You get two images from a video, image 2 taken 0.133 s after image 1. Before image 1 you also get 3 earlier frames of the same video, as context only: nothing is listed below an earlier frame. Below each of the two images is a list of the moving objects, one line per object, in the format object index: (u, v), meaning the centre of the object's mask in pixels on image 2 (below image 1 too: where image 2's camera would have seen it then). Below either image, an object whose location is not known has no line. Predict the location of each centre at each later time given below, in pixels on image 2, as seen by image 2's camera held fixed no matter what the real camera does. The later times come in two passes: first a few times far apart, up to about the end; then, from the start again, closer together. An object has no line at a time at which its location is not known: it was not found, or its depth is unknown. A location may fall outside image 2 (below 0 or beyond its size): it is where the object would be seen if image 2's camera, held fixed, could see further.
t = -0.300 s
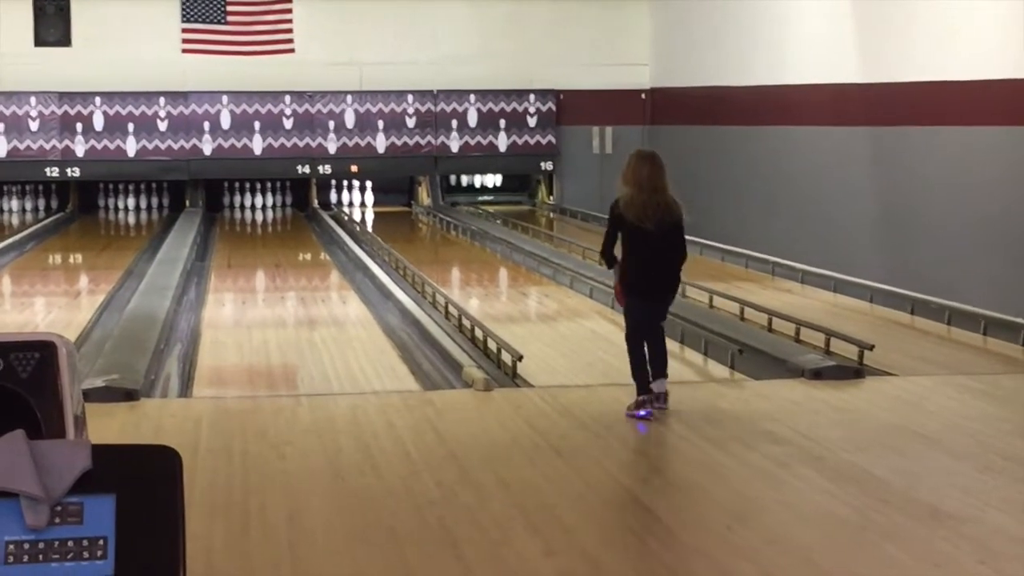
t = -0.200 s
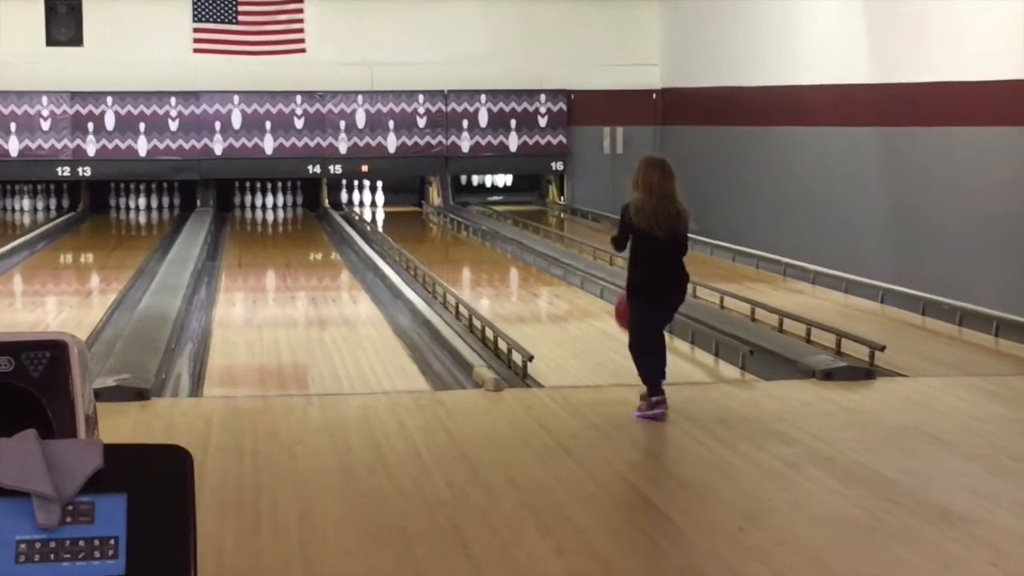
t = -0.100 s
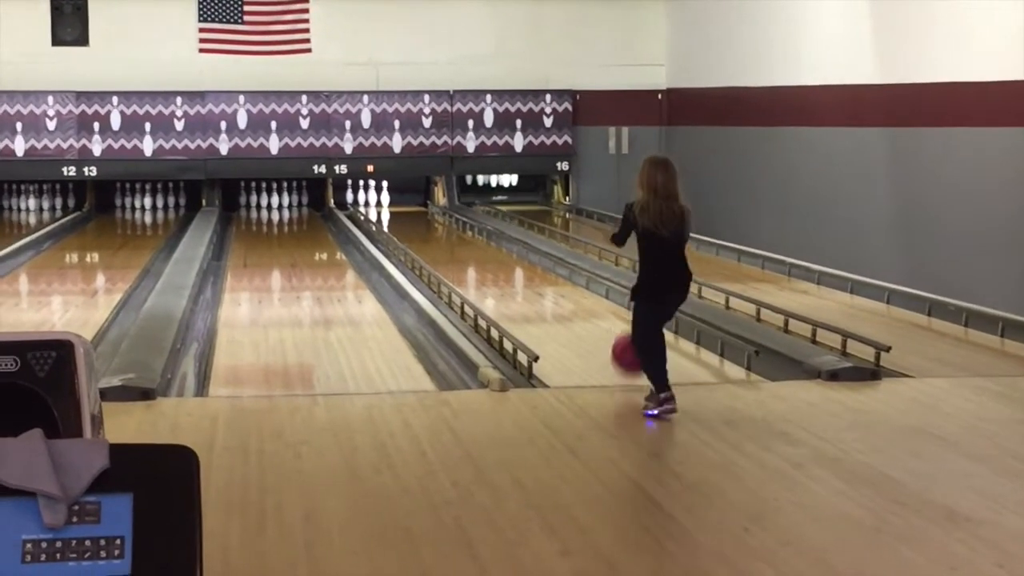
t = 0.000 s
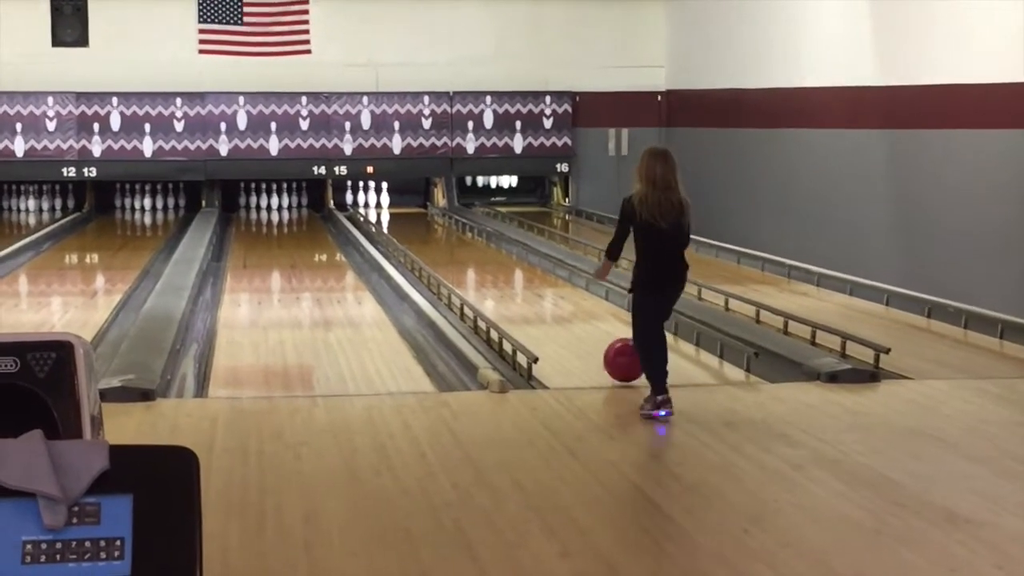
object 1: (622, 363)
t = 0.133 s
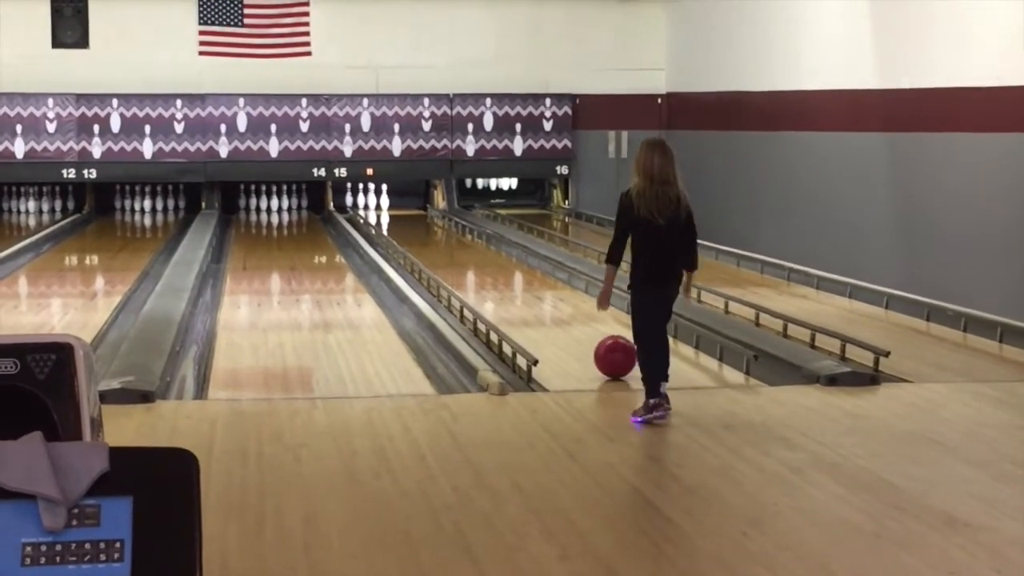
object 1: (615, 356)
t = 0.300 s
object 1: (604, 347)
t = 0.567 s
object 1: (589, 334)
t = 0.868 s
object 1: (575, 321)
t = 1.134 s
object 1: (564, 311)
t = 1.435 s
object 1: (554, 301)
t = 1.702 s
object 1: (546, 293)
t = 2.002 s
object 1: (538, 285)
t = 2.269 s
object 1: (533, 279)
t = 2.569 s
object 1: (527, 273)
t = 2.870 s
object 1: (523, 267)
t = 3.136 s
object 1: (520, 262)
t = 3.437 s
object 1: (518, 257)
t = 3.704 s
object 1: (516, 253)
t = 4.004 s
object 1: (500, 247)
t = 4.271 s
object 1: (494, 243)
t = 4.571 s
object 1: (486, 241)
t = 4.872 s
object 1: (477, 237)
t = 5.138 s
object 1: (471, 235)
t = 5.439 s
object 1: (464, 232)
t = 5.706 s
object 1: (457, 229)
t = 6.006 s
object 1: (452, 226)
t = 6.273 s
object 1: (447, 224)
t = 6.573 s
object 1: (442, 222)
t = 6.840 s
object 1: (438, 220)
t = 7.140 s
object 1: (433, 218)
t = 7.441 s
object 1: (428, 215)
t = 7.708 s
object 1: (425, 214)
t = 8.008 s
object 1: (421, 212)
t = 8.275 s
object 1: (418, 210)
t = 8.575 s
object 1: (415, 208)
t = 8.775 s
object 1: (413, 207)
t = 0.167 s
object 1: (613, 354)
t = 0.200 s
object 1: (610, 352)
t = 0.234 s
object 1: (608, 350)
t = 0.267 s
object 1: (606, 349)
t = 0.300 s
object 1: (604, 347)
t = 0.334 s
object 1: (602, 345)
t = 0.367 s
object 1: (600, 343)
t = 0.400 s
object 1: (598, 341)
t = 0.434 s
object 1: (596, 340)
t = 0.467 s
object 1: (594, 338)
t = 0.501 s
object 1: (592, 337)
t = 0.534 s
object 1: (591, 335)
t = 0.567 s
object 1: (589, 334)
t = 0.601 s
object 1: (587, 332)
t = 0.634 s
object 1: (585, 330)
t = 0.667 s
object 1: (584, 329)
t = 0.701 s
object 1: (582, 327)
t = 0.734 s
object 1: (581, 326)
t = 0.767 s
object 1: (579, 325)
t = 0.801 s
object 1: (578, 323)
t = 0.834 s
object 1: (576, 322)
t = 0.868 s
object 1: (575, 321)
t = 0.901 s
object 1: (573, 319)
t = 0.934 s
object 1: (572, 318)
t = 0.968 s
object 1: (570, 317)
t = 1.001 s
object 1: (569, 315)
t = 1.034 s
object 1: (568, 314)
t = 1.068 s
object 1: (566, 313)
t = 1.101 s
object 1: (565, 312)
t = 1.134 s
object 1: (564, 311)
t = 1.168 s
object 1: (563, 310)
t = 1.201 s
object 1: (561, 308)
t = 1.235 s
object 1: (560, 307)
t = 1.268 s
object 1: (559, 306)
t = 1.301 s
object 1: (558, 305)
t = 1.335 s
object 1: (557, 304)
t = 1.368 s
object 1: (556, 302)
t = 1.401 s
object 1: (555, 302)
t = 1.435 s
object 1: (554, 301)
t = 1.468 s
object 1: (553, 300)
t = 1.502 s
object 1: (552, 299)
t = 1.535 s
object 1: (551, 298)
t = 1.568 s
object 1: (550, 297)
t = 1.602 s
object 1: (549, 296)
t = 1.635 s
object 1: (548, 295)
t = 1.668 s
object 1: (547, 294)
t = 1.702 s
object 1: (546, 293)
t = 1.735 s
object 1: (545, 292)
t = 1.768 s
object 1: (544, 291)
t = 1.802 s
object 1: (543, 290)
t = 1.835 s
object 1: (542, 289)
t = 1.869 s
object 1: (541, 288)
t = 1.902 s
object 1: (540, 287)
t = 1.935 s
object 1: (540, 287)
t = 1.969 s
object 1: (539, 286)
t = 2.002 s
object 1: (538, 285)
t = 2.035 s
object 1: (537, 284)
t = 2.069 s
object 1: (537, 284)
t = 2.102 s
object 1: (536, 283)
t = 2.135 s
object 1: (535, 282)
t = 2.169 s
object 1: (535, 281)
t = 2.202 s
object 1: (534, 280)
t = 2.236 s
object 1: (533, 280)
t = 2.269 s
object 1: (533, 279)
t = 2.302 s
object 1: (532, 278)
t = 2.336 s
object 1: (531, 278)
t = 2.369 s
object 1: (531, 277)
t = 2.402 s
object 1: (530, 276)
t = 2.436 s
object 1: (530, 275)
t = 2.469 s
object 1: (529, 275)
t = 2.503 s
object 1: (529, 274)
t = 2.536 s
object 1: (528, 273)
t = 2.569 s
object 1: (527, 273)
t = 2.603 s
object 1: (527, 272)
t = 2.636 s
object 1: (526, 271)
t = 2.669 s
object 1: (526, 271)
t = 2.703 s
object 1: (525, 270)
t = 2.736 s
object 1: (525, 269)
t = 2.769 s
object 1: (525, 269)
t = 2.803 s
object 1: (524, 268)
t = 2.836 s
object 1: (524, 268)
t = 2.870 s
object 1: (523, 267)
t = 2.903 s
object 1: (523, 266)
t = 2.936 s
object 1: (522, 265)
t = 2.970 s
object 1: (522, 265)
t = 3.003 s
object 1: (521, 264)
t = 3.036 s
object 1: (521, 264)
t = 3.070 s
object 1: (521, 263)
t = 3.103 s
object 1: (520, 263)
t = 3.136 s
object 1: (520, 262)
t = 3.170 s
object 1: (520, 262)
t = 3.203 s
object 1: (520, 261)
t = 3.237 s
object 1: (519, 260)
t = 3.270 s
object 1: (519, 260)
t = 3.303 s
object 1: (519, 259)
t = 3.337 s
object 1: (519, 258)
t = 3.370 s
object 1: (518, 258)
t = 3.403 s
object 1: (518, 257)
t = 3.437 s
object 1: (518, 257)
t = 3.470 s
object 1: (518, 256)
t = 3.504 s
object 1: (518, 255)
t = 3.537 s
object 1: (518, 256)
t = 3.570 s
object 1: (517, 255)
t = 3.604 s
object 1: (517, 255)
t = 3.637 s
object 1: (517, 254)
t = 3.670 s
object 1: (517, 253)
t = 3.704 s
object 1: (516, 253)
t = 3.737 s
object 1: (516, 253)
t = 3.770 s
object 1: (516, 252)
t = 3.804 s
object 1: (514, 252)
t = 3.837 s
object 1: (512, 251)
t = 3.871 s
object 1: (511, 251)
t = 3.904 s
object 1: (509, 250)
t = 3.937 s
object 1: (507, 249)
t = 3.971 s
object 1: (503, 249)
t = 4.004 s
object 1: (500, 247)
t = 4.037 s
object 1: (497, 246)
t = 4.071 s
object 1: (495, 246)
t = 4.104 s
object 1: (494, 244)
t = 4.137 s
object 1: (494, 244)
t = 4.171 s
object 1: (493, 244)
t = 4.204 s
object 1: (494, 243)
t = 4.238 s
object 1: (494, 243)
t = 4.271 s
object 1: (494, 243)
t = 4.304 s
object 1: (492, 243)
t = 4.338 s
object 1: (491, 241)
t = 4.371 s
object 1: (488, 239)
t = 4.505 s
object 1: (483, 236)
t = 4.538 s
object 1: (485, 239)
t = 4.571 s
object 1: (486, 241)
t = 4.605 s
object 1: (485, 240)
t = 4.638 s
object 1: (484, 240)
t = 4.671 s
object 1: (483, 239)
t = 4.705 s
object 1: (483, 239)
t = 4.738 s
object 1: (480, 239)
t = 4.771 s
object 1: (480, 238)
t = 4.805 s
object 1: (479, 238)
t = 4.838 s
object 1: (478, 238)
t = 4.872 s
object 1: (477, 237)
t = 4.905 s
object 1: (476, 237)
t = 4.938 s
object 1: (476, 237)
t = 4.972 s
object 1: (475, 236)
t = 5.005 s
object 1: (474, 236)
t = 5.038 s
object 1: (473, 236)
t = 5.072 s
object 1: (472, 235)
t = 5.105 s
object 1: (472, 235)
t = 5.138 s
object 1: (471, 235)
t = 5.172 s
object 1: (470, 235)
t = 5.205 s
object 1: (469, 234)
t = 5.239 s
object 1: (468, 234)
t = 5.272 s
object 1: (467, 233)
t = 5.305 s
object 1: (466, 233)
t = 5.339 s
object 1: (465, 233)
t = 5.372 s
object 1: (465, 233)
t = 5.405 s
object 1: (464, 232)
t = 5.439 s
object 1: (464, 232)
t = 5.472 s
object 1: (463, 231)
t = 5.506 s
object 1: (463, 231)
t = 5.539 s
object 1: (463, 231)
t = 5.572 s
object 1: (462, 230)
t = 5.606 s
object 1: (460, 230)
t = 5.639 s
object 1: (459, 230)
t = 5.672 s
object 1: (458, 229)
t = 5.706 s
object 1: (457, 229)
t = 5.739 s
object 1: (456, 229)
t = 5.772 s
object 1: (456, 229)
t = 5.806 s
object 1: (456, 228)
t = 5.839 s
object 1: (456, 228)
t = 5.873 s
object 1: (456, 228)
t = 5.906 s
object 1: (454, 228)
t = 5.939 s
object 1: (454, 227)
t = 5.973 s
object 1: (453, 227)
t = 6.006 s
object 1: (452, 226)
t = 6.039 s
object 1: (452, 226)
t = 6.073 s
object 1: (451, 226)
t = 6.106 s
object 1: (449, 225)
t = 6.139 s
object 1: (449, 225)
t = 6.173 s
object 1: (448, 225)
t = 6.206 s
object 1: (447, 225)
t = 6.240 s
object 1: (447, 224)
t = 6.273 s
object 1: (447, 224)
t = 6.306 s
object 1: (447, 224)
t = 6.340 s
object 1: (446, 224)
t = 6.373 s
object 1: (446, 223)
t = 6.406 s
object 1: (445, 223)
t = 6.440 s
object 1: (444, 223)
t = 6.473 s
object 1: (444, 223)
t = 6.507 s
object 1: (443, 222)
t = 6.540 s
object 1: (443, 222)
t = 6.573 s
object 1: (442, 222)
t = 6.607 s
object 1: (442, 222)
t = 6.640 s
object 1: (440, 221)
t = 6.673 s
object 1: (440, 221)
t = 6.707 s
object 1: (440, 221)
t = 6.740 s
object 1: (439, 221)
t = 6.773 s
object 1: (439, 221)
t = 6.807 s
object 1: (438, 220)
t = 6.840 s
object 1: (438, 220)
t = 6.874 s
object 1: (437, 219)
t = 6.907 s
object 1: (437, 220)
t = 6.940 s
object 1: (436, 219)
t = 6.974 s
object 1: (436, 219)
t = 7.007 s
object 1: (435, 218)
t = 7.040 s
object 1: (434, 219)
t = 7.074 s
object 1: (433, 218)
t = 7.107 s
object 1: (433, 218)
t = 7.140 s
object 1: (433, 218)
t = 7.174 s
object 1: (432, 218)
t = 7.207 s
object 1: (432, 217)
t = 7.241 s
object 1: (431, 217)
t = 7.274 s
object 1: (431, 217)
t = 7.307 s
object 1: (430, 217)
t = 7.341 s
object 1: (430, 217)
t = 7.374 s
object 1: (429, 216)
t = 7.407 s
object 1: (429, 216)
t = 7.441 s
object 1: (428, 215)
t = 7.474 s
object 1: (428, 215)
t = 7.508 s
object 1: (427, 215)
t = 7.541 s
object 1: (427, 215)
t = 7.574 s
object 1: (426, 214)
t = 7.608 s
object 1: (426, 214)
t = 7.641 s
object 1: (426, 214)
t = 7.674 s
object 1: (425, 214)
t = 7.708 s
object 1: (425, 214)
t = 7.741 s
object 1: (424, 213)
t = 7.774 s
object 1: (424, 213)
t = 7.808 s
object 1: (424, 213)
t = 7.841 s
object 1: (423, 213)
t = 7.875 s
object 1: (423, 213)
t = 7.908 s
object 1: (423, 213)
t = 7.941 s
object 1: (422, 213)
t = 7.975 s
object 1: (422, 212)
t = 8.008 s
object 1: (421, 212)
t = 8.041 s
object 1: (421, 212)
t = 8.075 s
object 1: (421, 211)
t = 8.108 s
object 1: (421, 211)
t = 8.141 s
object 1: (421, 211)
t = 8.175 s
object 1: (420, 211)
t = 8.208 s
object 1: (420, 211)
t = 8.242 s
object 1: (420, 211)
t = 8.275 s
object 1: (418, 210)
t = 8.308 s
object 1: (418, 210)
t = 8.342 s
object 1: (418, 209)
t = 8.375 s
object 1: (417, 209)
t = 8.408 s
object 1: (417, 209)
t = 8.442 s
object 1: (416, 209)
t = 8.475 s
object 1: (416, 208)
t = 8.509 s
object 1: (415, 208)
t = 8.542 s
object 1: (415, 208)
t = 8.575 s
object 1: (415, 208)
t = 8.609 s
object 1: (415, 208)
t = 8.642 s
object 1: (415, 208)
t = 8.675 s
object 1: (415, 208)
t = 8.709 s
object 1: (414, 207)
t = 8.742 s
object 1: (413, 207)
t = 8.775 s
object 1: (413, 207)
